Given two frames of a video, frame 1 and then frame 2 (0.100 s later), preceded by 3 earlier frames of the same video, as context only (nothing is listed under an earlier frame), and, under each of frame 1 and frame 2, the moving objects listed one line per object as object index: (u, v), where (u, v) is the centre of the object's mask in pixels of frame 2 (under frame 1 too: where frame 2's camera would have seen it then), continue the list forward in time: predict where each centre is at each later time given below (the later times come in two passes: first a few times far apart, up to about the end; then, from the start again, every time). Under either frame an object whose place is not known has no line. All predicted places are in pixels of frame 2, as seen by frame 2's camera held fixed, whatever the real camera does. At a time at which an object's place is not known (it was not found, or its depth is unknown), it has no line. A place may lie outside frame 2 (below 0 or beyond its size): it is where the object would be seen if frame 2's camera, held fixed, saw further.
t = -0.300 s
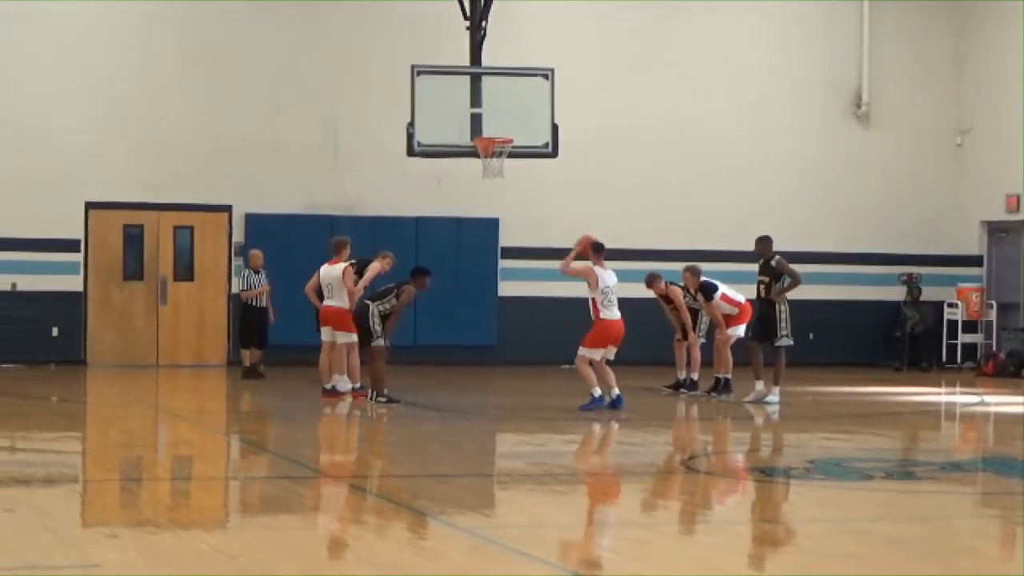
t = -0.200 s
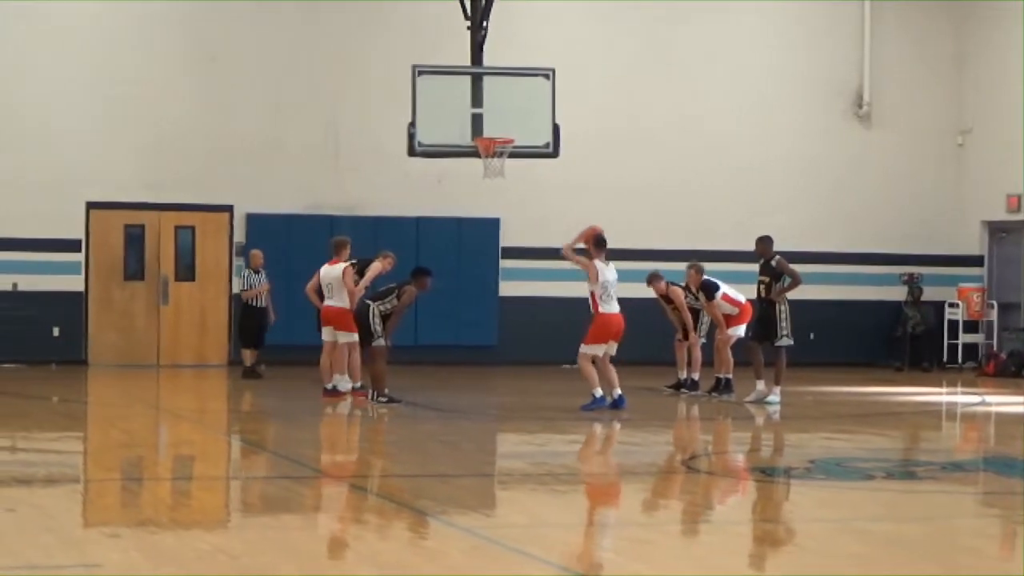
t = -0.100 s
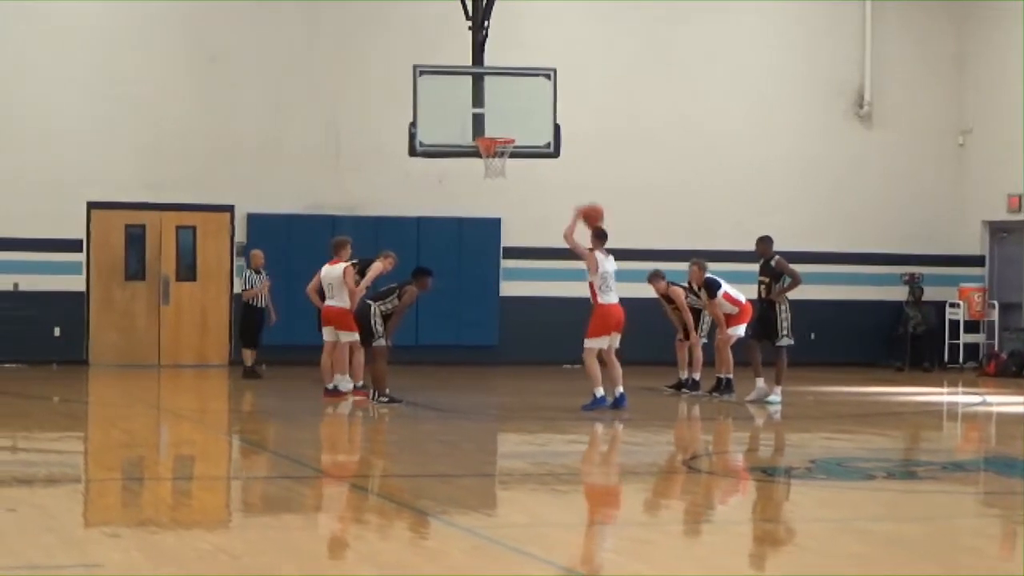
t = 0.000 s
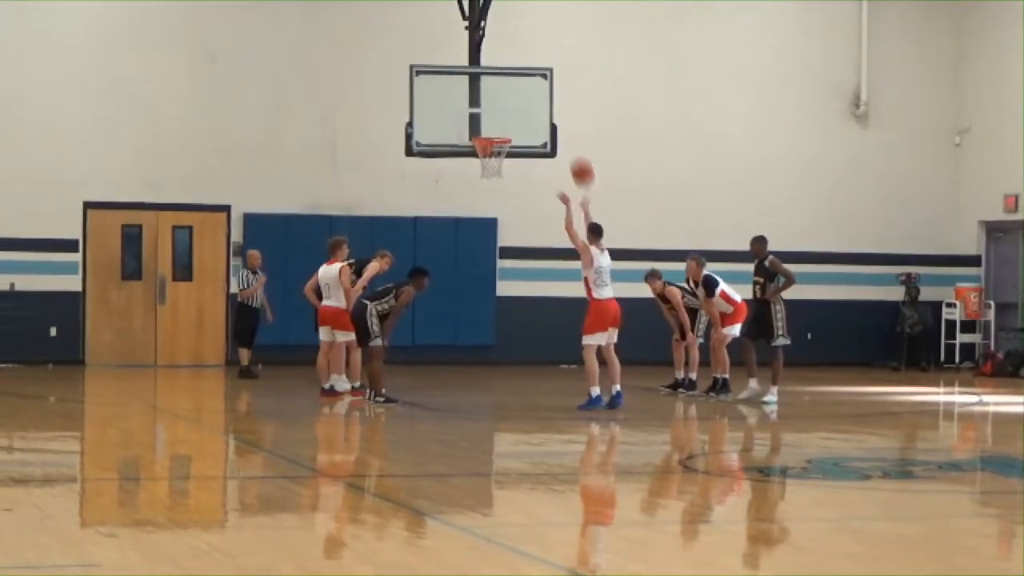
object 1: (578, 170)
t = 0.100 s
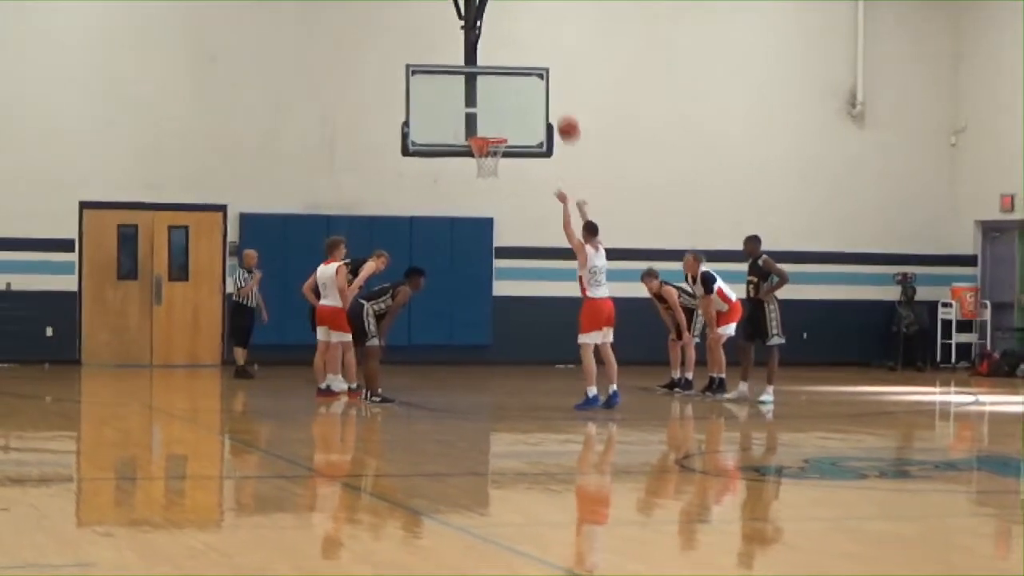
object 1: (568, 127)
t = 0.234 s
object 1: (556, 88)
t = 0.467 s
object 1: (533, 56)
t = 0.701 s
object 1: (510, 72)
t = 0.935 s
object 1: (490, 128)
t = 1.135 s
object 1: (487, 162)
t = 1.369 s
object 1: (489, 182)
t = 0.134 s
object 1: (564, 116)
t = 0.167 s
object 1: (561, 105)
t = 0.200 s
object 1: (558, 96)
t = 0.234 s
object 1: (556, 88)
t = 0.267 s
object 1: (552, 80)
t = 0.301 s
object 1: (549, 74)
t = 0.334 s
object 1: (545, 68)
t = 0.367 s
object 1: (542, 65)
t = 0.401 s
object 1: (539, 61)
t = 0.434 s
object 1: (536, 58)
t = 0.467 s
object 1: (533, 56)
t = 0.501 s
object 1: (529, 56)
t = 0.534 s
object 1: (526, 57)
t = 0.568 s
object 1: (523, 57)
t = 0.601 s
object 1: (519, 60)
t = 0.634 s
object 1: (517, 62)
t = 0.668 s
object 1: (513, 67)
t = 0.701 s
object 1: (510, 72)
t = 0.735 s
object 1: (507, 78)
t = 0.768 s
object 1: (504, 85)
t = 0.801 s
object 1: (501, 92)
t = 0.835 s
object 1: (498, 100)
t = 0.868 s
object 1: (496, 109)
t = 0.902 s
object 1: (493, 118)
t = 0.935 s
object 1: (490, 128)
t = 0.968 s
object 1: (488, 135)
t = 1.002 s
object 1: (489, 147)
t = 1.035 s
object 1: (488, 161)
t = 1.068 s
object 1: (487, 163)
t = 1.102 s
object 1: (487, 163)
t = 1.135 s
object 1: (487, 162)
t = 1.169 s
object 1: (488, 162)
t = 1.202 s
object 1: (488, 162)
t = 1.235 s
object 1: (488, 164)
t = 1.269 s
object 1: (488, 167)
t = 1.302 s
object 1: (489, 172)
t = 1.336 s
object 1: (489, 177)
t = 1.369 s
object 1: (489, 182)
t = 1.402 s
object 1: (490, 189)
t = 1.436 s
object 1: (490, 196)
